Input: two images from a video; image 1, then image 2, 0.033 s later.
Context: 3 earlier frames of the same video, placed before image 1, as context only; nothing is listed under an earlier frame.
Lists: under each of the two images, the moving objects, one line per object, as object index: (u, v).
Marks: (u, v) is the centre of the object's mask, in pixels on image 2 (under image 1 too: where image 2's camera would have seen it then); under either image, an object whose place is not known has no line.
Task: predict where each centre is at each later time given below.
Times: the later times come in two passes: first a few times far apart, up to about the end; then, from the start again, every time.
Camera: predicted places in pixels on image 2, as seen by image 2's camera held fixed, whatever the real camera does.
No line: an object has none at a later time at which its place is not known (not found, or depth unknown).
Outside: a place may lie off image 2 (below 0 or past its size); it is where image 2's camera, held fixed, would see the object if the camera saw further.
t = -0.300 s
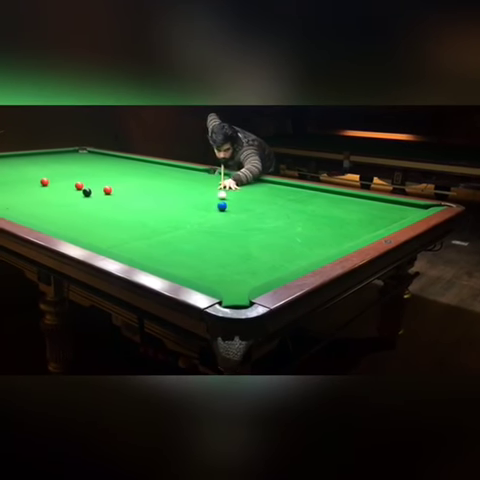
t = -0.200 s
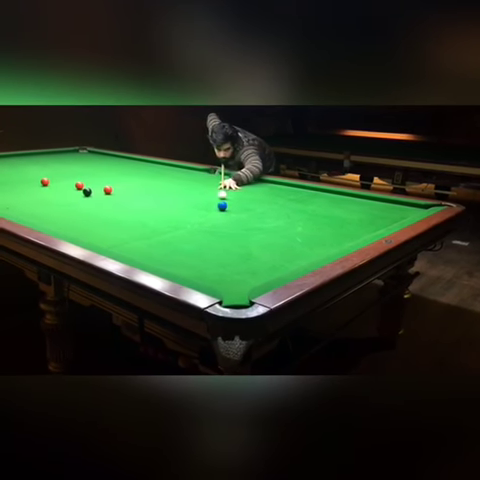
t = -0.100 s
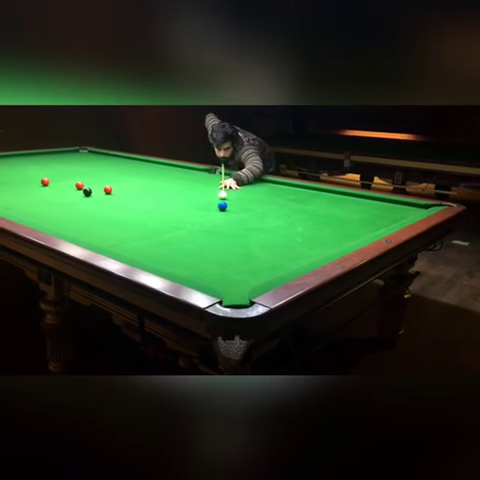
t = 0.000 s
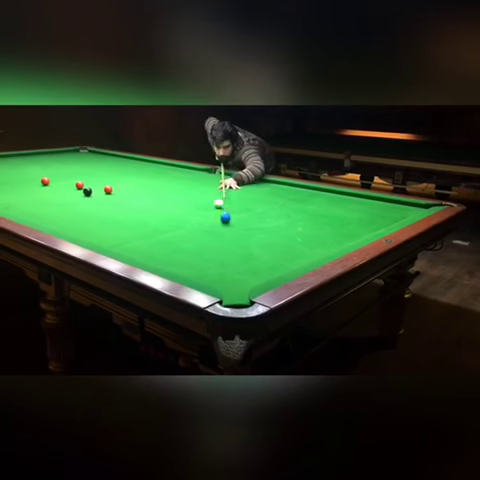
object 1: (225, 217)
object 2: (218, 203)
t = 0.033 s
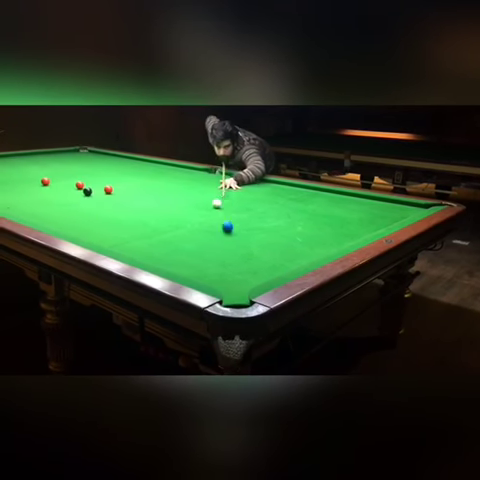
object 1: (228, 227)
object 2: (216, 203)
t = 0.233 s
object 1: (234, 302)
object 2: (208, 202)
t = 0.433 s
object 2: (201, 200)
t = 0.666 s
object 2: (193, 198)
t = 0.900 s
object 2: (187, 197)
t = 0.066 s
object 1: (230, 237)
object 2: (215, 203)
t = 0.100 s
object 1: (232, 249)
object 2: (213, 203)
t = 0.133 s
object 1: (235, 262)
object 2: (212, 202)
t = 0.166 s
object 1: (238, 277)
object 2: (211, 202)
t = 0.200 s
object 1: (241, 292)
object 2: (209, 202)
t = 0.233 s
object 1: (234, 302)
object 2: (208, 202)
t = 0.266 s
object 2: (207, 201)
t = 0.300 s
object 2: (206, 201)
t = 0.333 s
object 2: (204, 200)
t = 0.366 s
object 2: (203, 201)
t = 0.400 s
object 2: (202, 200)
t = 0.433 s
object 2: (201, 200)
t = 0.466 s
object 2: (200, 200)
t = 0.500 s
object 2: (199, 199)
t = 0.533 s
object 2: (197, 199)
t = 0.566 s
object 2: (196, 199)
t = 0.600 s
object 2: (195, 199)
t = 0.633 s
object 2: (194, 198)
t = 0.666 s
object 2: (193, 198)
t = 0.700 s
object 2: (192, 198)
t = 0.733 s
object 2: (191, 198)
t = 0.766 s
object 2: (190, 197)
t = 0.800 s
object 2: (189, 197)
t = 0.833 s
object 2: (188, 197)
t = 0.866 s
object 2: (187, 197)
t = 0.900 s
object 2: (187, 197)
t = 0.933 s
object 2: (186, 196)
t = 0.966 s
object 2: (185, 196)
